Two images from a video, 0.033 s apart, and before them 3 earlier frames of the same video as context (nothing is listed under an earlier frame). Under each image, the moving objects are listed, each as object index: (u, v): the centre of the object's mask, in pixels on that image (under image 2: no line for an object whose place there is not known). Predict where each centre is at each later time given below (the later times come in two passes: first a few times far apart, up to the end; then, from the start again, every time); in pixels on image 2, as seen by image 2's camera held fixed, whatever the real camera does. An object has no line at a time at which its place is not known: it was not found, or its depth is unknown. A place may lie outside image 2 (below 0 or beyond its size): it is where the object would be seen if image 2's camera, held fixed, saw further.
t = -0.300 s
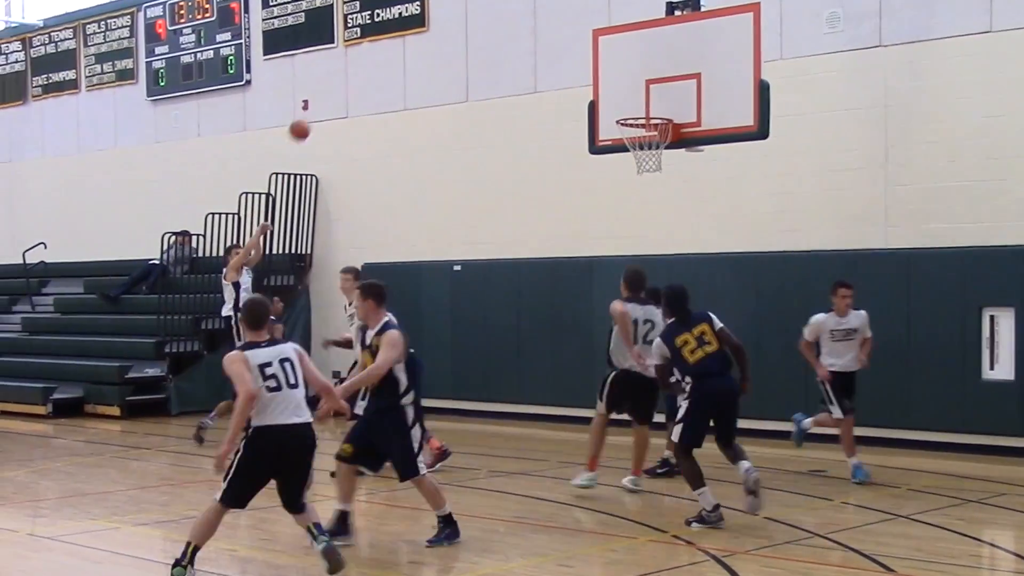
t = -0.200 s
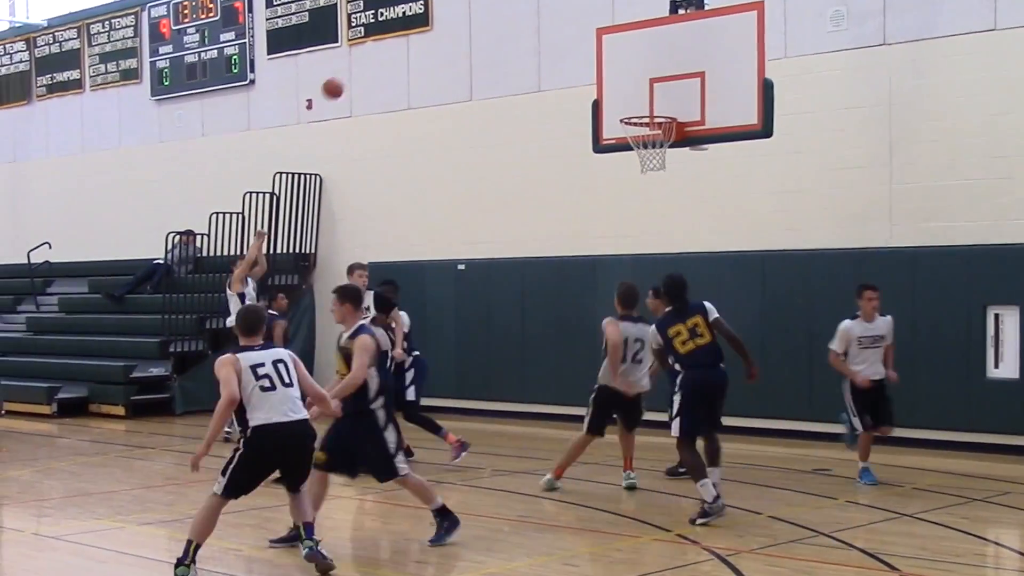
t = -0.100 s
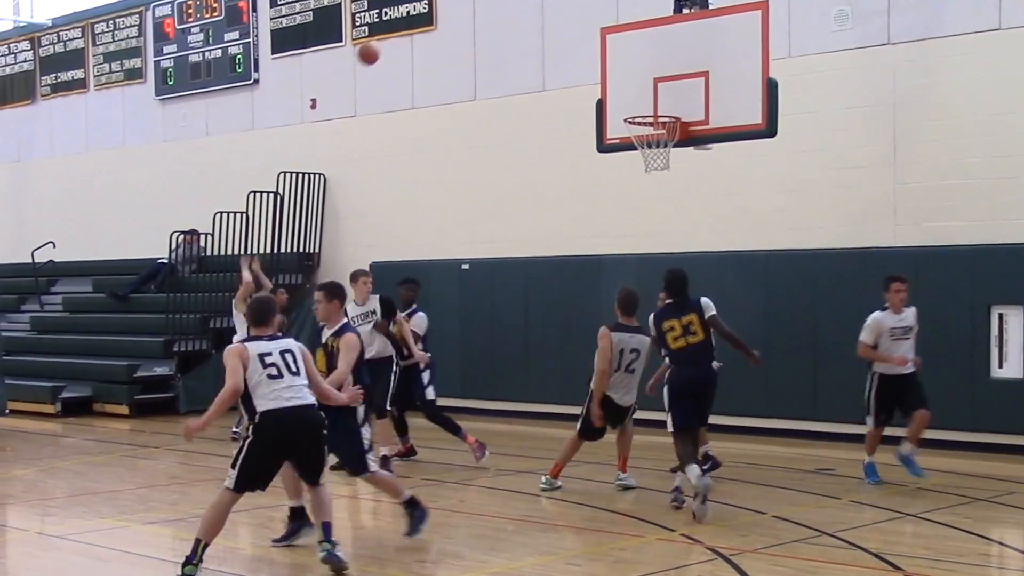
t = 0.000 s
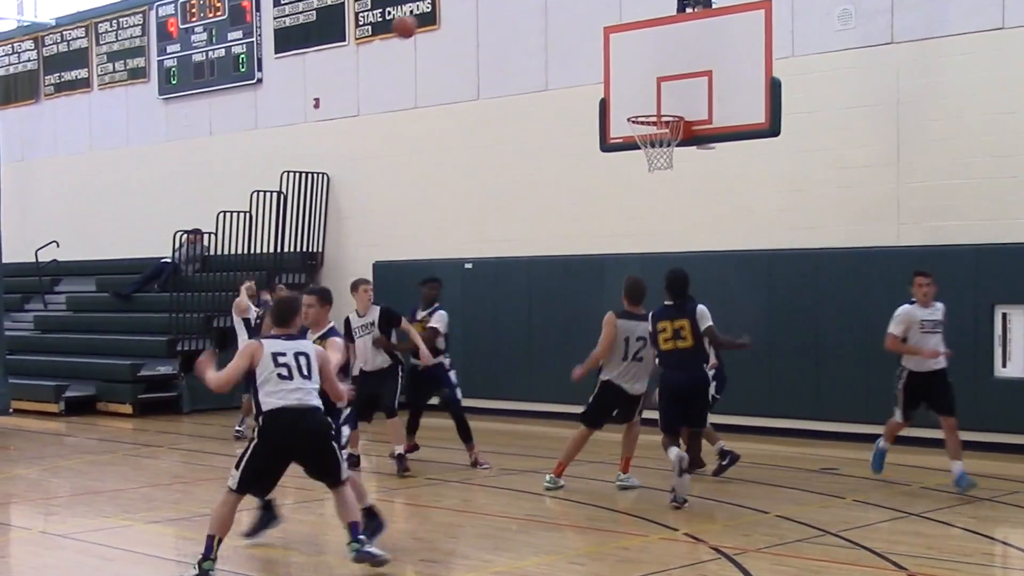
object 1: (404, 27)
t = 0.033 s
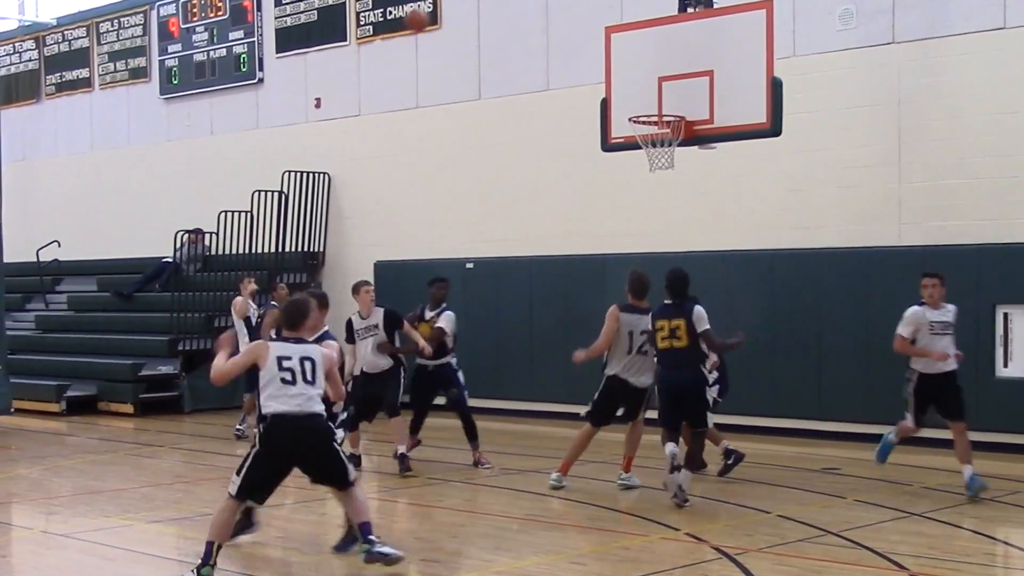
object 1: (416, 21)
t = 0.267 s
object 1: (502, 7)
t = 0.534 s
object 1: (614, 48)
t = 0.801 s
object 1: (644, 47)
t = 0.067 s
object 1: (428, 15)
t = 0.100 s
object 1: (440, 11)
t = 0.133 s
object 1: (452, 8)
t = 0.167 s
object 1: (465, 7)
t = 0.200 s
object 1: (477, 6)
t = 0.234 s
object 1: (489, 6)
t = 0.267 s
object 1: (502, 7)
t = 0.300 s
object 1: (515, 7)
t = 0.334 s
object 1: (529, 9)
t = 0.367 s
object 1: (542, 11)
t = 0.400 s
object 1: (556, 14)
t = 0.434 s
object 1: (570, 21)
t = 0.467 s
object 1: (584, 29)
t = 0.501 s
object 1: (599, 38)
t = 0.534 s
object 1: (614, 48)
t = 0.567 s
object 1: (629, 60)
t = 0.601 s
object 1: (644, 73)
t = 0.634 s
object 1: (661, 89)
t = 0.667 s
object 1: (677, 105)
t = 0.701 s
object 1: (673, 95)
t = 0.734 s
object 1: (663, 78)
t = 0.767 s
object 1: (653, 62)
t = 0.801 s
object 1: (644, 47)
